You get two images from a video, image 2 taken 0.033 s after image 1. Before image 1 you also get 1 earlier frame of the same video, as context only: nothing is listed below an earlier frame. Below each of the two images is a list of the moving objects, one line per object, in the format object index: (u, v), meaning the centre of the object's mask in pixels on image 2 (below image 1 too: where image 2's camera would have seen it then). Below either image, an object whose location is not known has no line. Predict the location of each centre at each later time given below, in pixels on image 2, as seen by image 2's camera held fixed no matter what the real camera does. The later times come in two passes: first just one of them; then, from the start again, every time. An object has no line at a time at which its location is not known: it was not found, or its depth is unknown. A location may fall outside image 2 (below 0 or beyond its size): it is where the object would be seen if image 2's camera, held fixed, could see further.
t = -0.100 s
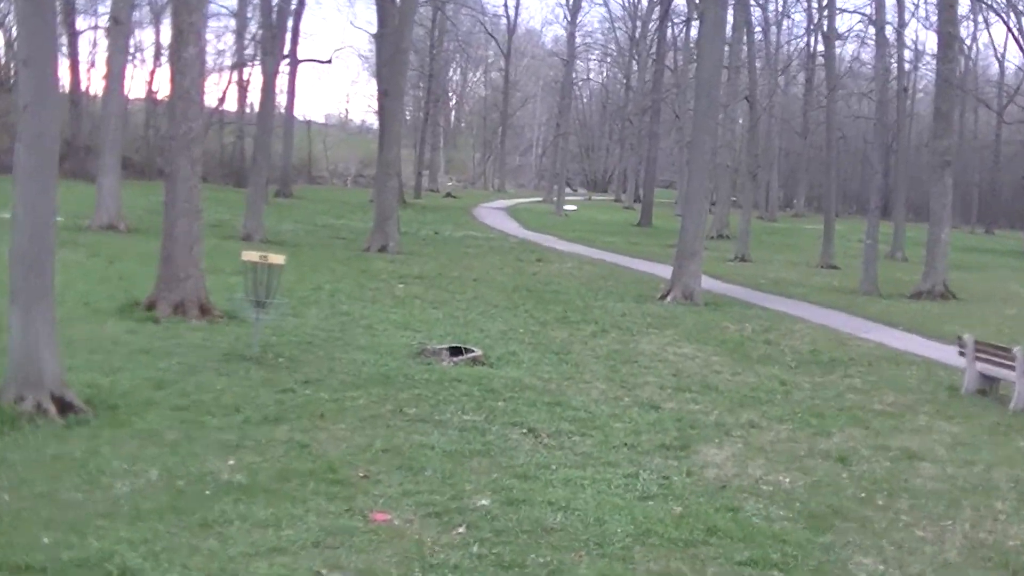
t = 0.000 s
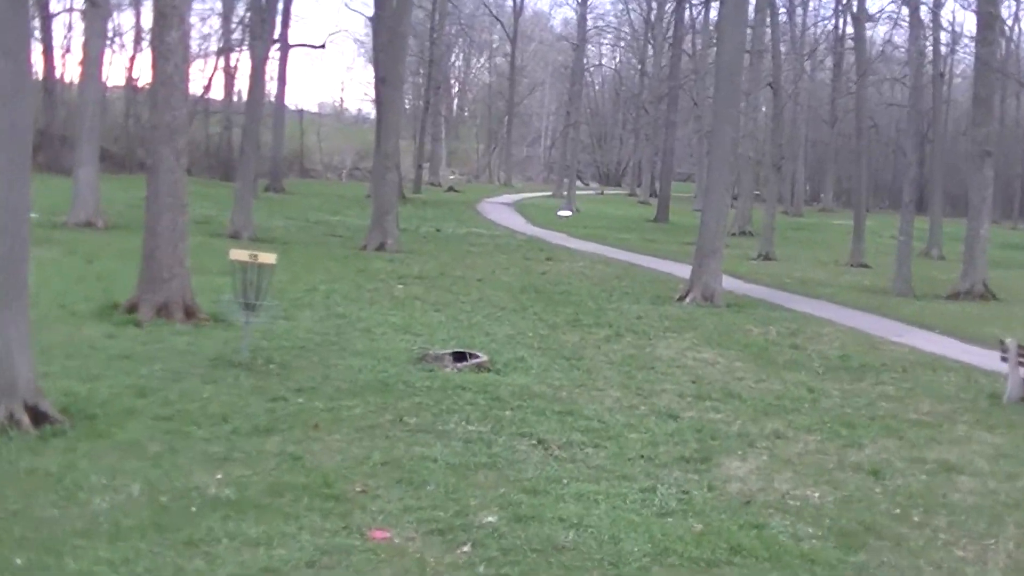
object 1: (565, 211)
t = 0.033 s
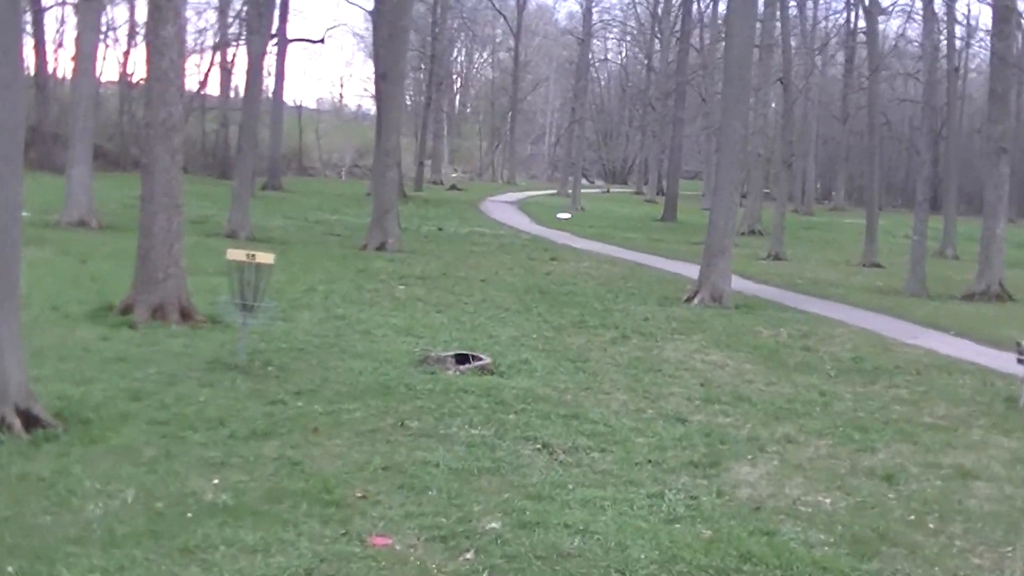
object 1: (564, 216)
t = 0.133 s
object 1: (560, 231)
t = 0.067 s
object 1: (562, 221)
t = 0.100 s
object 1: (561, 225)
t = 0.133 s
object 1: (560, 231)
